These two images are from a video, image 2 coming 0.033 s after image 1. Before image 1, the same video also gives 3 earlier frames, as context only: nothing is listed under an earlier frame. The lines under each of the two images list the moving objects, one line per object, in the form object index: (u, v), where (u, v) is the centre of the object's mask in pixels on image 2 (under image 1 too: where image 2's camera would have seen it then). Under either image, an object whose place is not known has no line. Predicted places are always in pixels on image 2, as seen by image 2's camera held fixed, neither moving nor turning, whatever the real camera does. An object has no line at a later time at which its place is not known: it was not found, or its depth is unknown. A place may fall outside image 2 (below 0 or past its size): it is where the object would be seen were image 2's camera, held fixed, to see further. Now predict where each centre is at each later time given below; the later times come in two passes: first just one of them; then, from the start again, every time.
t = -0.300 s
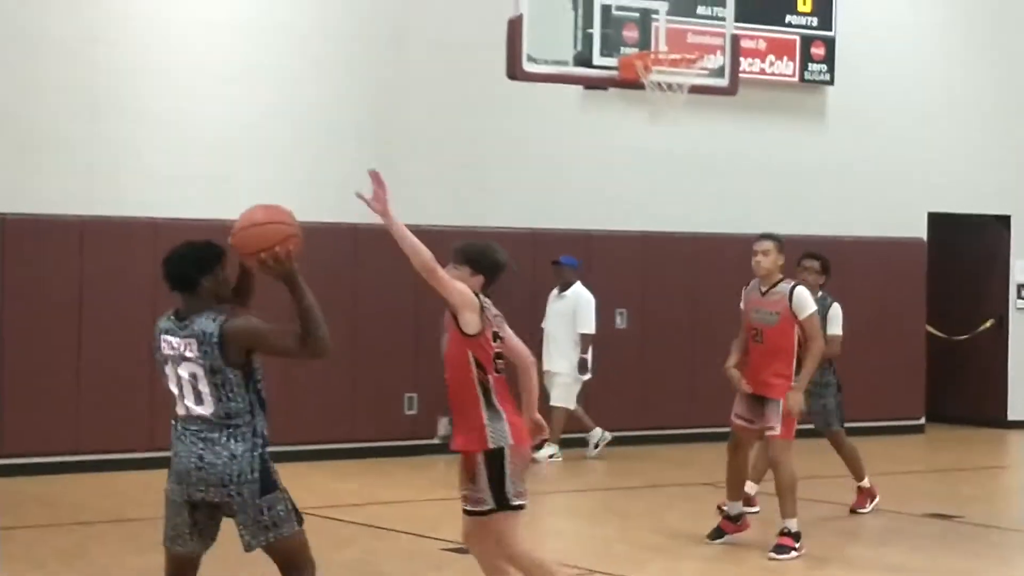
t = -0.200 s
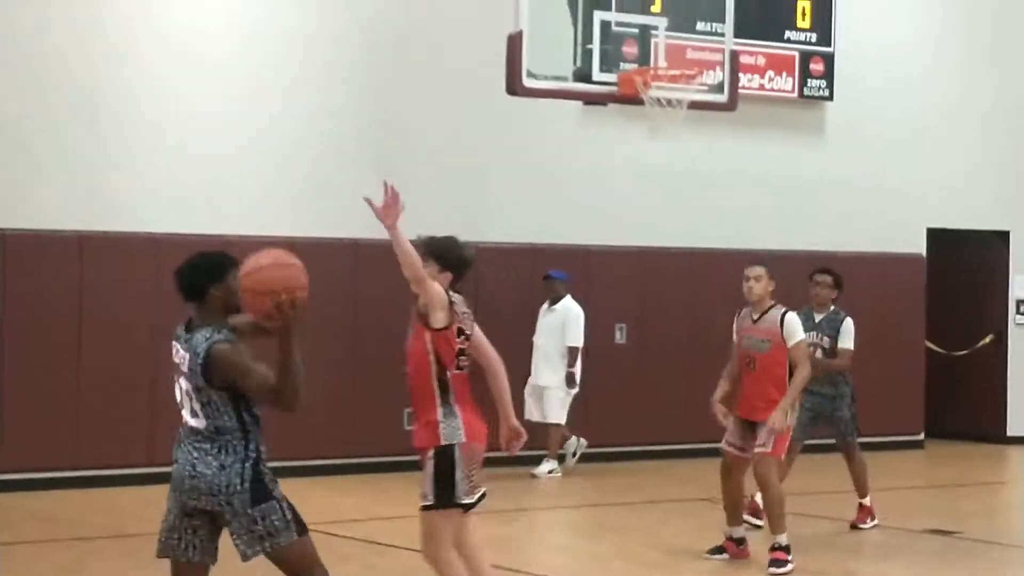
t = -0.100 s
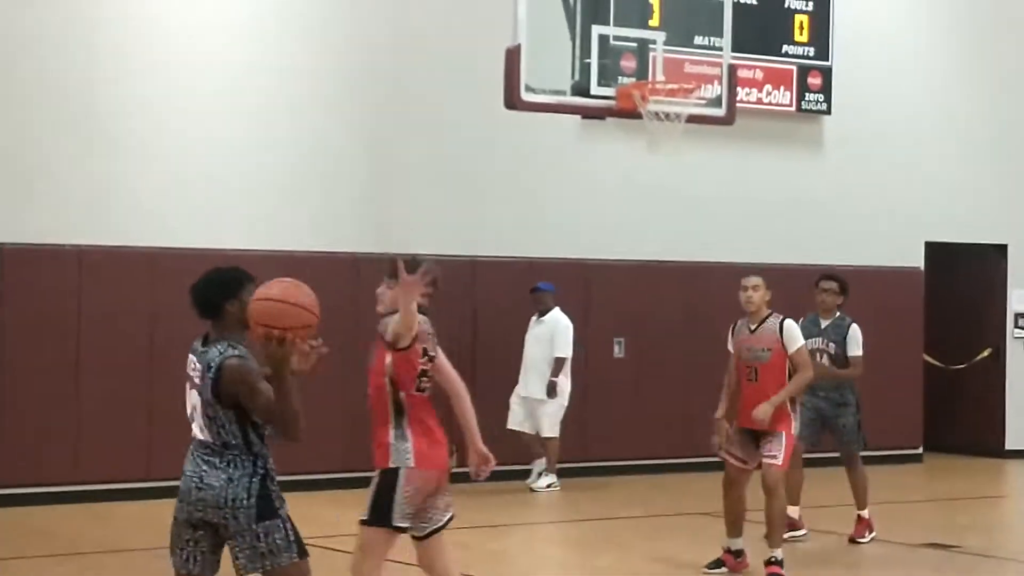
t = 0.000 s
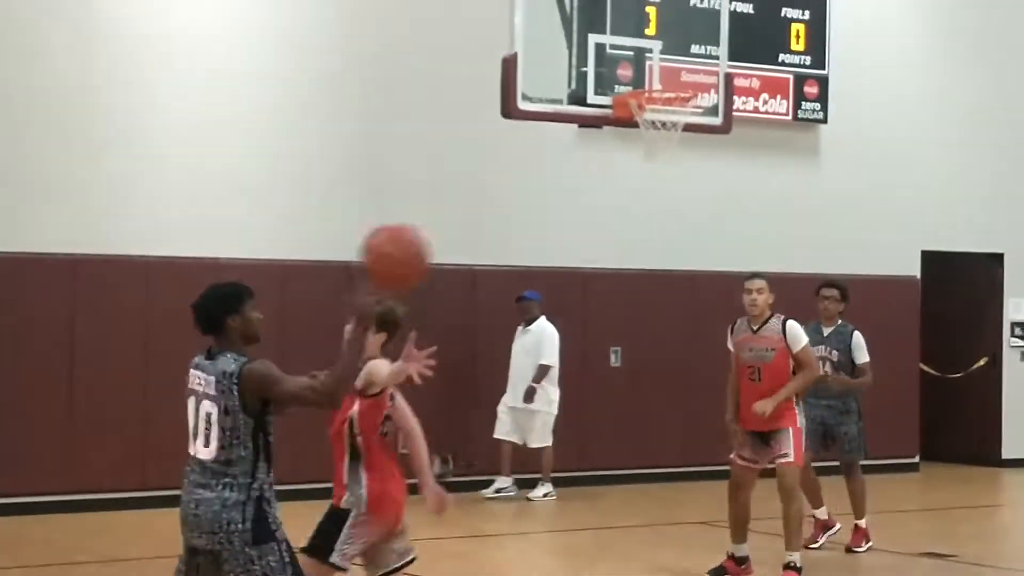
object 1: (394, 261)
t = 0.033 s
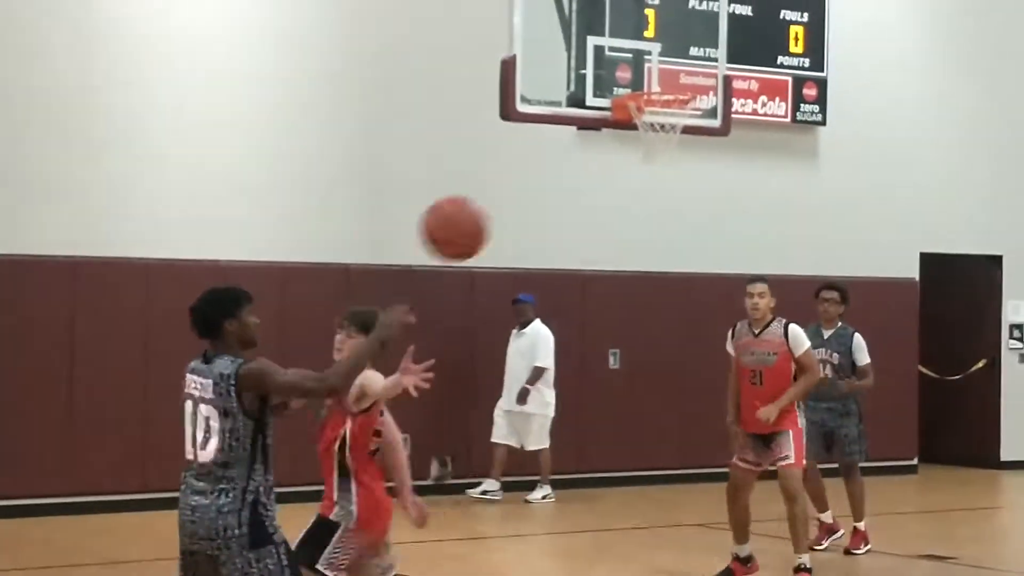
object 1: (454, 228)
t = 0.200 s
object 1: (727, 137)
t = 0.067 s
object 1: (513, 203)
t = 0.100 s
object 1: (570, 181)
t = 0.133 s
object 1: (625, 163)
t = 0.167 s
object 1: (678, 147)
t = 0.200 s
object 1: (727, 137)
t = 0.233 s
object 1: (777, 129)
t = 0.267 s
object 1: (823, 123)
